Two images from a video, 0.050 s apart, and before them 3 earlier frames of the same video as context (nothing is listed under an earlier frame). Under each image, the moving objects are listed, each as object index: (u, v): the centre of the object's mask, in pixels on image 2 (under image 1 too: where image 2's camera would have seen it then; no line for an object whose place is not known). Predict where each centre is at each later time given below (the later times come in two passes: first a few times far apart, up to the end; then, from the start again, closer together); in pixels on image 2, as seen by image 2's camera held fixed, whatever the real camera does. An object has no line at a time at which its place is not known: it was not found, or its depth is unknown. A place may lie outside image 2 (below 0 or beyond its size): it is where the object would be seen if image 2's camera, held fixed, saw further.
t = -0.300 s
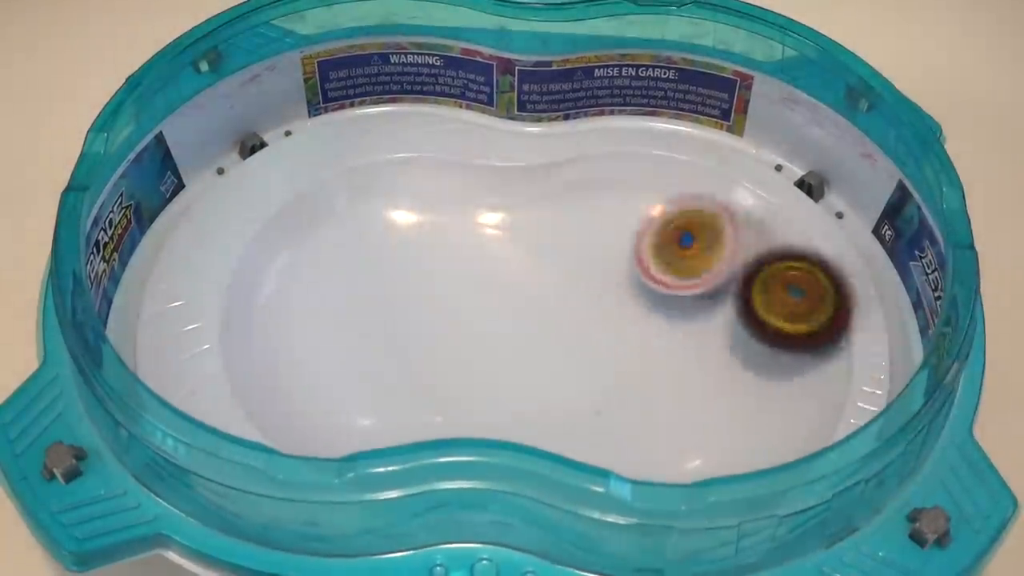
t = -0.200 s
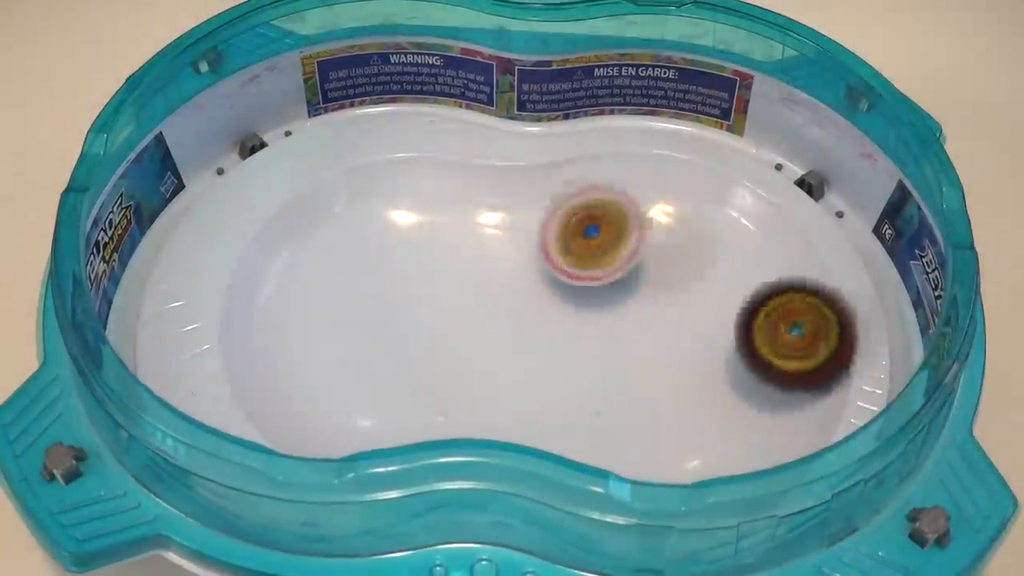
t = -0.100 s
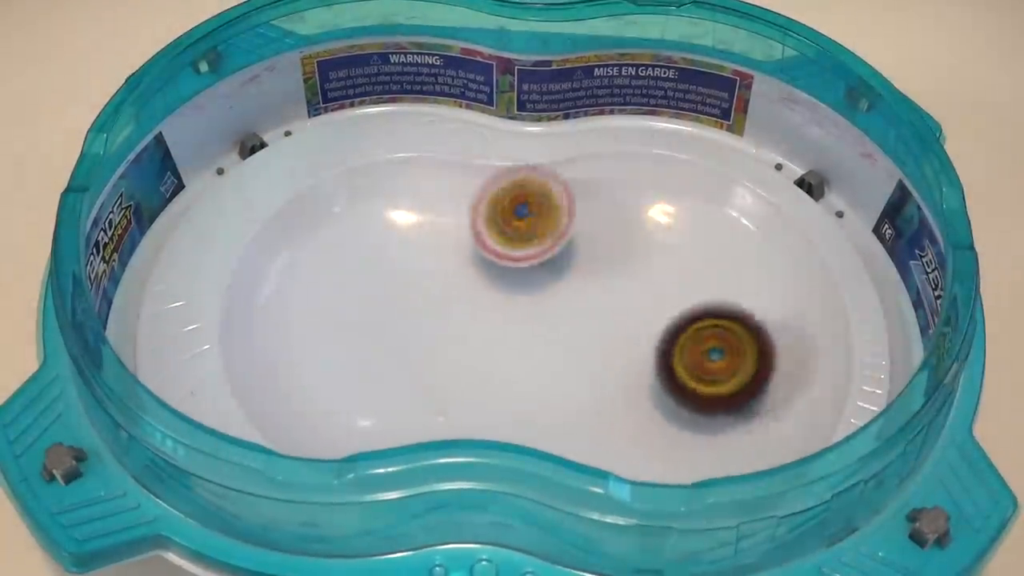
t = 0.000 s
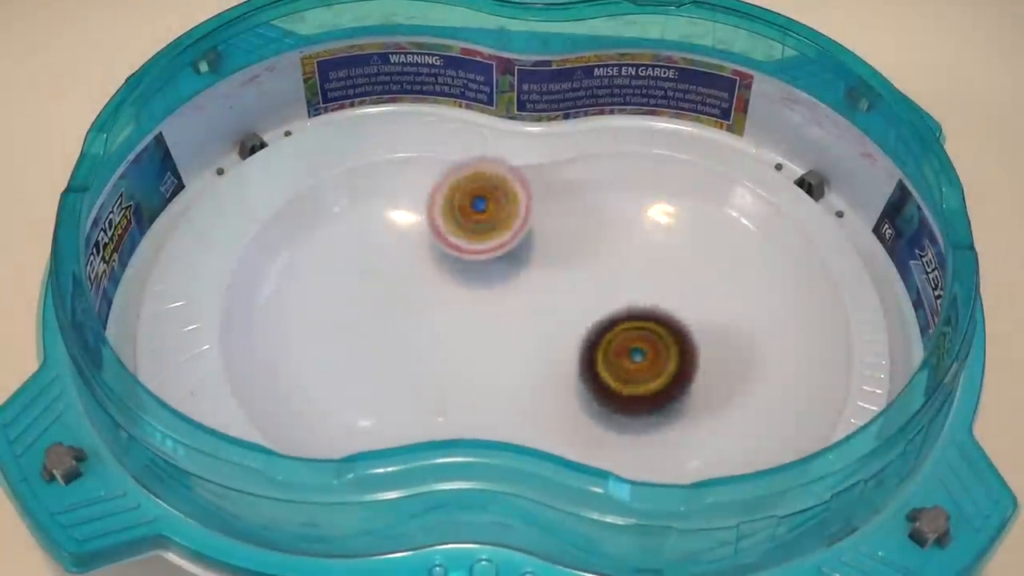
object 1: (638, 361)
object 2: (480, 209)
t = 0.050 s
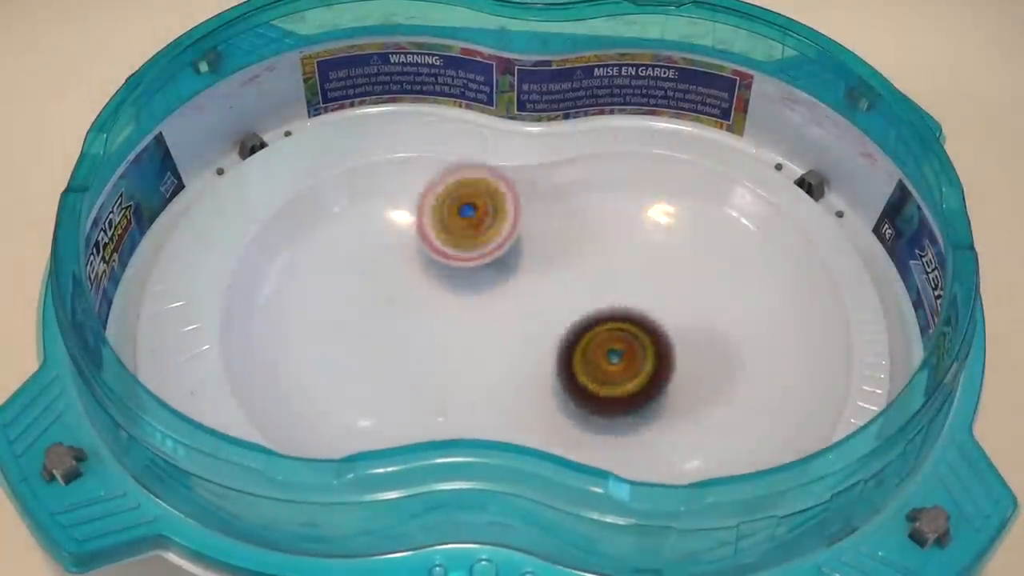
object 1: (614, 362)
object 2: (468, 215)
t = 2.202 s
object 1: (587, 311)
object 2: (715, 266)
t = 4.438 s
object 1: (512, 286)
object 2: (703, 388)
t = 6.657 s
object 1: (570, 237)
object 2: (318, 362)
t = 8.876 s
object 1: (520, 376)
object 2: (364, 366)
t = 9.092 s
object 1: (633, 452)
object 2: (393, 375)
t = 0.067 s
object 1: (610, 363)
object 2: (465, 219)
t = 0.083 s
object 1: (607, 365)
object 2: (462, 223)
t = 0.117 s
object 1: (605, 370)
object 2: (458, 232)
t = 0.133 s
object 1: (606, 373)
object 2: (455, 236)
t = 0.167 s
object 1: (613, 381)
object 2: (445, 245)
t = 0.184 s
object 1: (620, 385)
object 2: (440, 249)
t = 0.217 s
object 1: (638, 395)
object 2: (427, 257)
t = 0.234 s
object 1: (648, 400)
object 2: (420, 260)
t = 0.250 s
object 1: (662, 404)
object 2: (410, 265)
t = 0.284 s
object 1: (689, 410)
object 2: (389, 271)
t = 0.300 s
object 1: (705, 412)
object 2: (376, 273)
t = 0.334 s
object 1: (736, 410)
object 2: (351, 275)
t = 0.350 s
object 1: (752, 407)
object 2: (338, 276)
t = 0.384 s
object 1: (780, 394)
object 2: (313, 272)
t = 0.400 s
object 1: (790, 384)
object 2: (300, 269)
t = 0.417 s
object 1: (799, 373)
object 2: (292, 265)
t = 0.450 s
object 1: (804, 351)
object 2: (281, 257)
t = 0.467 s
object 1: (803, 339)
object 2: (280, 255)
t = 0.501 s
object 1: (790, 314)
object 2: (286, 254)
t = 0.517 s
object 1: (781, 300)
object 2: (293, 256)
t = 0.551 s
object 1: (752, 270)
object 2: (312, 258)
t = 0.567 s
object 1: (734, 255)
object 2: (325, 258)
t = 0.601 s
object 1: (692, 228)
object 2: (349, 258)
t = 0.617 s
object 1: (669, 218)
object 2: (360, 258)
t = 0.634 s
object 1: (643, 209)
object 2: (369, 258)
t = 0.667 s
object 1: (593, 198)
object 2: (387, 259)
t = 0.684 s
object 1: (566, 196)
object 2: (395, 260)
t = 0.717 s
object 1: (515, 201)
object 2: (405, 267)
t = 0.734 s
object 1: (492, 204)
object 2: (404, 275)
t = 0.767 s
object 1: (469, 198)
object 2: (363, 311)
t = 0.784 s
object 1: (456, 199)
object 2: (341, 326)
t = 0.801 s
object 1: (441, 203)
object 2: (321, 340)
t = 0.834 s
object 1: (407, 215)
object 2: (279, 356)
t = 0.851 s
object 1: (389, 225)
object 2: (264, 354)
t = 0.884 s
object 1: (351, 249)
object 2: (241, 354)
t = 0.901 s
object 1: (335, 263)
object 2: (233, 357)
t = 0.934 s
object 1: (306, 296)
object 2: (219, 372)
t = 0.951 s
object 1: (298, 311)
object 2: (212, 374)
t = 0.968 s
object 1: (291, 331)
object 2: (205, 380)
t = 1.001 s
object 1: (285, 370)
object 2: (188, 389)
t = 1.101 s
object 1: (447, 417)
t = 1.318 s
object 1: (883, 253)
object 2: (205, 405)
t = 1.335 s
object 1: (879, 231)
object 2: (207, 406)
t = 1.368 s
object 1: (829, 209)
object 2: (216, 406)
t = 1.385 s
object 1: (805, 197)
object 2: (221, 407)
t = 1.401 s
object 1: (780, 186)
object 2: (226, 407)
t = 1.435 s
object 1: (722, 173)
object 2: (234, 409)
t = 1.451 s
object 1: (691, 171)
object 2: (239, 410)
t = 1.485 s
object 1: (616, 174)
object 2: (247, 412)
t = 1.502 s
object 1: (577, 180)
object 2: (250, 414)
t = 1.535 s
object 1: (493, 203)
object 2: (260, 420)
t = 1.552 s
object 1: (449, 219)
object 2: (264, 423)
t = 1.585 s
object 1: (362, 245)
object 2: (275, 425)
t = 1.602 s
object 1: (318, 259)
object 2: (278, 426)
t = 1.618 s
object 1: (282, 273)
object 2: (283, 429)
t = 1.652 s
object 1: (229, 299)
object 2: (292, 432)
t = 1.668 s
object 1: (206, 318)
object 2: (294, 435)
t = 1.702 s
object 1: (159, 372)
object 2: (303, 437)
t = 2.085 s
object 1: (439, 389)
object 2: (635, 358)
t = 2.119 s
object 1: (482, 365)
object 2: (656, 330)
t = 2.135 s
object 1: (504, 354)
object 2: (667, 314)
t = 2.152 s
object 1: (527, 343)
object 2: (679, 301)
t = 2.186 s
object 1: (567, 322)
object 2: (703, 277)
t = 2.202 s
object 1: (587, 311)
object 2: (715, 266)
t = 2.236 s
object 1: (618, 294)
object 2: (737, 249)
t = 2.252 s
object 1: (634, 287)
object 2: (749, 242)
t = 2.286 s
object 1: (661, 272)
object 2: (768, 234)
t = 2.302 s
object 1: (671, 265)
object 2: (773, 233)
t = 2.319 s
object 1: (671, 261)
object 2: (783, 231)
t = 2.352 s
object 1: (661, 251)
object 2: (809, 223)
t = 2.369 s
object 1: (655, 247)
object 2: (821, 226)
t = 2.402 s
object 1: (640, 239)
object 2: (842, 234)
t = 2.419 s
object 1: (632, 236)
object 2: (854, 236)
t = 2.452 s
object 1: (616, 235)
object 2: (871, 237)
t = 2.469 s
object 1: (608, 237)
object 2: (871, 240)
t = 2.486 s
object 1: (601, 242)
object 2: (862, 247)
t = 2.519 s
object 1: (590, 255)
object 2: (850, 249)
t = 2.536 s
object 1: (584, 262)
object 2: (842, 251)
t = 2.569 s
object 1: (572, 275)
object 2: (822, 263)
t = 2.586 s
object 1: (567, 281)
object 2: (809, 272)
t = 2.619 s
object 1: (561, 293)
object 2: (775, 297)
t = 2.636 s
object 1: (561, 300)
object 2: (751, 310)
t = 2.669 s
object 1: (567, 312)
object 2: (711, 329)
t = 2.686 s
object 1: (572, 317)
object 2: (690, 338)
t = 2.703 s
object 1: (562, 318)
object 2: (684, 343)
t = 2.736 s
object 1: (522, 320)
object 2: (694, 356)
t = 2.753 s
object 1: (503, 323)
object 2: (696, 358)
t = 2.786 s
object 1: (472, 325)
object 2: (695, 364)
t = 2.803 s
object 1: (457, 328)
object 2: (692, 364)
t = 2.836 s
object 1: (434, 331)
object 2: (681, 368)
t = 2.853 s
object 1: (423, 333)
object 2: (676, 367)
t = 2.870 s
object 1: (413, 334)
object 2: (671, 368)
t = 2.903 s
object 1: (392, 336)
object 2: (658, 364)
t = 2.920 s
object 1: (384, 336)
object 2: (651, 364)
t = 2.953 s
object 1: (369, 338)
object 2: (640, 355)
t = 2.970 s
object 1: (360, 339)
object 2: (634, 352)
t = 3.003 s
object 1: (348, 344)
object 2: (626, 341)
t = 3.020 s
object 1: (343, 348)
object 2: (621, 336)
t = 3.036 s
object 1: (339, 352)
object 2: (618, 328)
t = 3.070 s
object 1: (335, 361)
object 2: (613, 316)
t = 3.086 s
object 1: (337, 365)
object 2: (613, 309)
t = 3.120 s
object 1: (345, 374)
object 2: (612, 297)
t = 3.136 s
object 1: (349, 377)
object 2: (614, 291)
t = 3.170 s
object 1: (365, 380)
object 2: (617, 280)
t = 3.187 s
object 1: (374, 379)
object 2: (621, 276)
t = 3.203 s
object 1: (383, 376)
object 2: (624, 270)
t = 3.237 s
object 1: (397, 368)
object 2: (634, 263)
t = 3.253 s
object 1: (403, 362)
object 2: (638, 258)
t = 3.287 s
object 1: (414, 348)
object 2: (650, 254)
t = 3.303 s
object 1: (417, 342)
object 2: (657, 252)
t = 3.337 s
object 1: (422, 328)
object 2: (667, 255)
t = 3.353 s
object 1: (424, 320)
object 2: (674, 257)
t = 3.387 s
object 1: (421, 306)
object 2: (683, 263)
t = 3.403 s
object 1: (419, 298)
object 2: (688, 269)
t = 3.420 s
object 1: (416, 291)
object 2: (690, 275)
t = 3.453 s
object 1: (407, 276)
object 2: (696, 288)
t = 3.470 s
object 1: (402, 268)
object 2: (696, 293)
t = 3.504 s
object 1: (389, 253)
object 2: (695, 308)
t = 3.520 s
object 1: (380, 248)
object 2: (694, 314)
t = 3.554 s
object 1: (362, 240)
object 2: (687, 328)
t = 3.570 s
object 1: (354, 238)
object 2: (684, 334)
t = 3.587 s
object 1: (344, 237)
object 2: (678, 341)
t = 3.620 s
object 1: (328, 242)
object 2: (667, 351)
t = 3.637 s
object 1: (321, 248)
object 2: (658, 356)
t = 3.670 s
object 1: (309, 265)
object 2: (643, 363)
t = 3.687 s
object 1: (307, 277)
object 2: (634, 364)
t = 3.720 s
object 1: (310, 302)
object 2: (617, 366)
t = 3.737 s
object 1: (315, 314)
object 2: (610, 365)
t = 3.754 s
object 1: (324, 326)
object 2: (601, 365)
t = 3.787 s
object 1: (350, 345)
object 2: (585, 361)
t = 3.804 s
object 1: (363, 351)
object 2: (575, 359)
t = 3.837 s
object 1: (397, 358)
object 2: (560, 356)
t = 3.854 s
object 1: (416, 358)
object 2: (551, 353)
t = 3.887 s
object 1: (431, 360)
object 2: (557, 347)
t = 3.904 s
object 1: (433, 359)
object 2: (569, 340)
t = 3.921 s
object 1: (437, 357)
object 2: (580, 336)
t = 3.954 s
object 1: (448, 352)
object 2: (601, 329)
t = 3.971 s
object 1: (454, 350)
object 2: (610, 324)
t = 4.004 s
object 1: (464, 345)
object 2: (630, 319)
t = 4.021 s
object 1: (471, 343)
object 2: (642, 316)
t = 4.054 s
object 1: (479, 336)
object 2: (661, 311)
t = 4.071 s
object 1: (483, 335)
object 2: (669, 311)
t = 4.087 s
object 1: (488, 332)
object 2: (680, 310)
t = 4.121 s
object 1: (493, 325)
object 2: (697, 311)
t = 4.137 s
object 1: (497, 324)
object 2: (707, 312)
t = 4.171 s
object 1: (502, 316)
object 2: (723, 317)
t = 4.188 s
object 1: (503, 315)
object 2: (728, 321)
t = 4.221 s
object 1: (507, 309)
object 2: (740, 329)
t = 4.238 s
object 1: (508, 305)
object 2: (744, 332)
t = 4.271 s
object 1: (511, 301)
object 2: (749, 343)
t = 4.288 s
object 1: (512, 298)
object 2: (751, 349)
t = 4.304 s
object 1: (511, 296)
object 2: (748, 355)
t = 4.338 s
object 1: (514, 293)
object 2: (744, 367)
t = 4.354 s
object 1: (513, 290)
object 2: (741, 371)
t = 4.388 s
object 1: (513, 288)
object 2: (729, 380)
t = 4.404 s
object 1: (513, 287)
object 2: (719, 384)
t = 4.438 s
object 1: (512, 286)
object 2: (703, 388)
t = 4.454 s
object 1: (512, 284)
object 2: (693, 387)
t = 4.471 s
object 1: (512, 283)
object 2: (685, 387)
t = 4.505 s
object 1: (512, 284)
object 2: (665, 382)
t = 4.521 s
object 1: (512, 284)
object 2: (654, 378)
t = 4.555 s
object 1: (513, 286)
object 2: (636, 369)
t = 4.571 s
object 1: (514, 287)
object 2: (630, 361)
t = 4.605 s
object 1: (515, 289)
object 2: (616, 347)
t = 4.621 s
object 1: (511, 284)
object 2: (619, 344)
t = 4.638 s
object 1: (499, 277)
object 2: (630, 344)
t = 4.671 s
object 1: (472, 263)
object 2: (648, 343)
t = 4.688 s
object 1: (461, 257)
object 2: (656, 344)
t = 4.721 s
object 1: (433, 245)
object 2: (667, 345)
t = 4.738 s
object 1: (421, 240)
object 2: (673, 345)
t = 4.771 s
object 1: (392, 229)
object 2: (681, 349)
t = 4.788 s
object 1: (379, 227)
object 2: (688, 352)
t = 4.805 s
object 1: (362, 224)
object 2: (690, 354)
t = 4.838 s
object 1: (335, 227)
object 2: (696, 358)
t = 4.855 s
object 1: (321, 231)
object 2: (700, 361)
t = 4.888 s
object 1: (301, 247)
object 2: (702, 365)
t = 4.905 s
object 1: (291, 259)
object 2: (702, 368)
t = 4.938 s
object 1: (285, 291)
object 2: (702, 372)
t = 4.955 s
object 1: (284, 307)
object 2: (699, 373)
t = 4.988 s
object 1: (303, 347)
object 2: (696, 375)
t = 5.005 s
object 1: (316, 361)
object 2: (694, 378)
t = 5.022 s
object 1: (334, 375)
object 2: (691, 377)
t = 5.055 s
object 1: (375, 393)
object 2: (683, 377)
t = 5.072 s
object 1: (399, 396)
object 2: (681, 377)
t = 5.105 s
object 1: (449, 396)
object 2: (673, 374)
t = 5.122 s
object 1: (475, 394)
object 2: (666, 371)
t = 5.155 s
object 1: (533, 391)
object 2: (659, 365)
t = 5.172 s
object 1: (551, 388)
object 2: (660, 361)
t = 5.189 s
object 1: (548, 388)
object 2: (678, 350)
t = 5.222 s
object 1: (534, 395)
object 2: (730, 325)
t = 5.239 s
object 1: (526, 397)
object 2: (753, 310)
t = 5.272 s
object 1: (514, 394)
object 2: (789, 285)
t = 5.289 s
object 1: (510, 393)
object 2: (797, 276)
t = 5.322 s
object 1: (509, 386)
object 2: (809, 262)
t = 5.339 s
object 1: (509, 382)
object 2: (812, 260)
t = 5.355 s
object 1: (510, 377)
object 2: (809, 260)
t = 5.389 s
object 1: (509, 366)
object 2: (799, 269)
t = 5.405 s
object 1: (509, 361)
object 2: (791, 273)
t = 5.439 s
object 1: (504, 349)
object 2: (765, 290)
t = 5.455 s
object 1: (500, 342)
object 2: (749, 296)
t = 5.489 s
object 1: (491, 329)
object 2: (717, 309)
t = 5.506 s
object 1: (483, 322)
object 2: (701, 313)
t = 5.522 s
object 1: (477, 316)
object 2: (686, 316)
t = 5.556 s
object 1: (458, 301)
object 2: (657, 317)
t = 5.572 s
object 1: (447, 293)
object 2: (641, 319)
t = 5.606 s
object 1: (428, 277)
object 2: (615, 314)
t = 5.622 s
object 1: (419, 270)
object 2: (604, 309)
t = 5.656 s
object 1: (398, 257)
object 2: (583, 300)
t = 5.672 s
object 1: (387, 249)
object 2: (573, 294)
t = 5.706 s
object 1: (364, 237)
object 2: (556, 280)
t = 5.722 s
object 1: (349, 234)
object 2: (548, 275)
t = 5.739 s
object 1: (339, 232)
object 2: (543, 266)
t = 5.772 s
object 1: (316, 232)
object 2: (533, 253)
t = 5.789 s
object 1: (307, 234)
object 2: (529, 246)
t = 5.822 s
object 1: (294, 250)
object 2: (525, 233)
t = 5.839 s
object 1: (290, 261)
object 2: (522, 229)
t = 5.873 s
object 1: (287, 290)
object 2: (519, 220)
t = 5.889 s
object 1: (292, 305)
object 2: (518, 217)
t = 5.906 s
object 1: (298, 321)
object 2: (517, 213)
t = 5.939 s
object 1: (319, 344)
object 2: (517, 210)
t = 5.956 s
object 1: (335, 353)
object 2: (515, 211)
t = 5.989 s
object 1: (368, 365)
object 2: (513, 213)
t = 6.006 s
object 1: (385, 365)
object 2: (516, 217)
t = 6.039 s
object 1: (422, 364)
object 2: (515, 226)
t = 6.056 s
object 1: (442, 362)
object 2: (516, 229)
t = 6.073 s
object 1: (461, 359)
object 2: (513, 238)
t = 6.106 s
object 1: (499, 353)
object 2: (512, 254)
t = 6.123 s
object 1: (517, 360)
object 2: (508, 253)
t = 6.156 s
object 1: (557, 372)
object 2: (503, 252)
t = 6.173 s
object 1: (579, 377)
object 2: (501, 255)
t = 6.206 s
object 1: (624, 388)
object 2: (494, 260)
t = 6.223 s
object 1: (644, 392)
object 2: (491, 264)
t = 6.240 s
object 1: (666, 395)
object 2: (487, 266)
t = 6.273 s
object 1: (706, 391)
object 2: (477, 276)
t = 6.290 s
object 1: (725, 385)
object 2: (471, 280)
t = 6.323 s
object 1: (758, 369)
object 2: (460, 289)
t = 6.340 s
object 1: (773, 359)
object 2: (453, 295)
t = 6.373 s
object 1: (795, 332)
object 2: (439, 305)
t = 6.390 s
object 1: (800, 315)
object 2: (432, 312)
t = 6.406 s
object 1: (802, 299)
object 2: (426, 317)
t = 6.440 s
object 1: (796, 268)
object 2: (411, 329)
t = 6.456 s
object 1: (786, 254)
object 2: (405, 334)
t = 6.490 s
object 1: (757, 228)
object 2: (389, 346)
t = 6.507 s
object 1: (740, 218)
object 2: (381, 351)
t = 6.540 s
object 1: (703, 203)
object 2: (365, 359)
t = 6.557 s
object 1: (681, 200)
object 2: (357, 363)
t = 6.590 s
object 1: (641, 203)
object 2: (343, 366)
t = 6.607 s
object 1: (622, 209)
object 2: (335, 367)
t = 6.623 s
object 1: (602, 216)
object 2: (330, 367)
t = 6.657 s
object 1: (570, 237)
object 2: (318, 362)
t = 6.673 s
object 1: (555, 252)
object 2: (315, 360)
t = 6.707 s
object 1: (526, 279)
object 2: (310, 355)
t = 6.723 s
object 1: (513, 291)
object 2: (310, 350)
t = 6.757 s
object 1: (495, 316)
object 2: (313, 342)
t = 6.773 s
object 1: (488, 330)
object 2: (316, 338)
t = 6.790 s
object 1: (482, 342)
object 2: (319, 335)
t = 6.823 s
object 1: (475, 364)
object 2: (331, 329)
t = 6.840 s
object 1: (475, 376)
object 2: (338, 328)
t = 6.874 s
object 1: (480, 391)
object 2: (354, 323)
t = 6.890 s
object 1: (484, 397)
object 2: (364, 322)
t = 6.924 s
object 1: (498, 406)
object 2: (381, 320)
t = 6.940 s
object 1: (507, 411)
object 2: (392, 318)
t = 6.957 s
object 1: (514, 414)
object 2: (402, 316)
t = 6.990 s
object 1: (537, 422)
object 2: (424, 315)
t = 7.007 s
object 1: (552, 426)
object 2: (433, 312)
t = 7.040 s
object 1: (581, 433)
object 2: (457, 308)
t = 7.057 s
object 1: (597, 437)
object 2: (468, 305)
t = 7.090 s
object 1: (629, 441)
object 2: (492, 301)
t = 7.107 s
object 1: (645, 442)
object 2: (504, 298)
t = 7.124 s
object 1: (659, 441)
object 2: (518, 295)
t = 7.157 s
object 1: (680, 431)
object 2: (542, 290)
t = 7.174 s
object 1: (687, 422)
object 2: (557, 286)
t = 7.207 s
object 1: (695, 403)
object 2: (584, 280)
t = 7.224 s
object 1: (697, 393)
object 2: (599, 277)
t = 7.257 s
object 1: (696, 371)
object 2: (630, 271)
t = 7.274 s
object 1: (692, 360)
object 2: (644, 268)
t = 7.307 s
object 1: (690, 354)
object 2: (661, 251)
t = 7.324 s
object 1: (691, 356)
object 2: (674, 231)
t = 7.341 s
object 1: (691, 357)
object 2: (680, 216)
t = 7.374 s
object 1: (686, 354)
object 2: (697, 188)
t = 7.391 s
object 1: (682, 353)
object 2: (702, 181)
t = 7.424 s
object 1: (679, 350)
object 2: (718, 173)
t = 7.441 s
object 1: (677, 347)
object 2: (722, 173)
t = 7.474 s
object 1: (667, 343)
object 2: (730, 185)
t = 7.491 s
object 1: (663, 341)
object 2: (731, 192)
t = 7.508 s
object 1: (657, 341)
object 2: (730, 208)
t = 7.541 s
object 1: (649, 338)
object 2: (724, 236)
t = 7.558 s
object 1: (643, 336)
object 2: (719, 249)
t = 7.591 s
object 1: (631, 334)
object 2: (706, 272)
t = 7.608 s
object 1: (618, 339)
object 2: (699, 285)
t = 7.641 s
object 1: (581, 355)
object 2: (696, 287)
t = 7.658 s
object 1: (560, 362)
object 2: (691, 289)
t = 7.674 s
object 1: (546, 370)
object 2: (689, 293)
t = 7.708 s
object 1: (514, 381)
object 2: (673, 295)
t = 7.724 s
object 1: (504, 386)
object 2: (664, 299)
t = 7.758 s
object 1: (480, 392)
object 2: (640, 303)
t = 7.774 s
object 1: (472, 394)
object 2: (627, 305)
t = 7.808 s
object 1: (450, 395)
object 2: (602, 311)
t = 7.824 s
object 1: (443, 395)
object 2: (589, 312)
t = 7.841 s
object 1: (432, 394)
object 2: (574, 317)
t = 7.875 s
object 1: (414, 391)
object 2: (550, 325)
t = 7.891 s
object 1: (402, 387)
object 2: (535, 329)
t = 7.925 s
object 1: (382, 378)
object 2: (511, 340)
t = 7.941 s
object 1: (371, 374)
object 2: (498, 345)
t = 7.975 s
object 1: (352, 363)
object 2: (471, 356)
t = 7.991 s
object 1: (340, 356)
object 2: (461, 358)
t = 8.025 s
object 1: (320, 346)
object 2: (443, 365)
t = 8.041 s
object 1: (309, 339)
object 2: (435, 370)
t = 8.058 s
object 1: (301, 333)
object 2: (431, 374)
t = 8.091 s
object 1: (292, 323)
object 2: (415, 381)
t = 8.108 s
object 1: (287, 318)
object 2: (408, 384)
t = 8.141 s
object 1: (288, 312)
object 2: (395, 389)
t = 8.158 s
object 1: (289, 310)
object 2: (387, 392)
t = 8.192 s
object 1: (298, 307)
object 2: (375, 396)
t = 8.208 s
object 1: (304, 305)
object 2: (368, 395)
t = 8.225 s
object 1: (310, 303)
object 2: (361, 394)
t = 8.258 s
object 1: (325, 296)
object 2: (352, 390)
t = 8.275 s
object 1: (333, 291)
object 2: (348, 387)
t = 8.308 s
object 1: (349, 283)
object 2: (341, 380)
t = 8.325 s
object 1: (356, 277)
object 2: (339, 377)
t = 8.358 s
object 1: (373, 265)
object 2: (339, 367)
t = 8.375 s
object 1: (379, 257)
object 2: (339, 364)
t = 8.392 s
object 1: (389, 251)
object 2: (341, 359)
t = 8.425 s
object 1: (402, 234)
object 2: (347, 346)
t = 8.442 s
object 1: (411, 227)
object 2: (349, 341)
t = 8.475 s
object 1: (421, 215)
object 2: (358, 329)
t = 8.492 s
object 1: (427, 207)
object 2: (361, 321)
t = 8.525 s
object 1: (433, 200)
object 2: (372, 310)
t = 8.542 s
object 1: (436, 196)
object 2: (377, 304)
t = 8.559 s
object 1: (437, 197)
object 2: (382, 298)
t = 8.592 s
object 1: (438, 197)
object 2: (392, 287)
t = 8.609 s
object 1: (439, 200)
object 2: (398, 285)
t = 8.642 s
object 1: (443, 208)
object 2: (393, 298)
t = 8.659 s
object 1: (452, 210)
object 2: (390, 304)
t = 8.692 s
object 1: (462, 231)
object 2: (382, 312)
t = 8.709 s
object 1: (466, 242)
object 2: (378, 318)
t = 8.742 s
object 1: (477, 271)
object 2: (373, 332)
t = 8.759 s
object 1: (484, 285)
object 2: (373, 336)
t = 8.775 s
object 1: (488, 298)
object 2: (370, 340)
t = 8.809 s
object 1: (499, 325)
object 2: (366, 350)
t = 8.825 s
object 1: (505, 339)
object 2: (365, 354)
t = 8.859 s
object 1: (515, 365)
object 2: (364, 363)
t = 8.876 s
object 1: (520, 376)
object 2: (364, 366)
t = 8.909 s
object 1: (530, 397)
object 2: (365, 371)
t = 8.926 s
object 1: (537, 406)
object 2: (364, 374)
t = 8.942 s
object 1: (544, 411)
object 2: (366, 376)
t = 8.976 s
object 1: (561, 425)
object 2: (371, 379)
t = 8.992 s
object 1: (572, 431)
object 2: (373, 379)
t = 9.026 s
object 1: (593, 441)
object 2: (378, 379)
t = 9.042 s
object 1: (599, 444)
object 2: (381, 379)
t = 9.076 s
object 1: (621, 451)
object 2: (388, 376)
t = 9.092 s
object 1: (633, 452)
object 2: (393, 375)
